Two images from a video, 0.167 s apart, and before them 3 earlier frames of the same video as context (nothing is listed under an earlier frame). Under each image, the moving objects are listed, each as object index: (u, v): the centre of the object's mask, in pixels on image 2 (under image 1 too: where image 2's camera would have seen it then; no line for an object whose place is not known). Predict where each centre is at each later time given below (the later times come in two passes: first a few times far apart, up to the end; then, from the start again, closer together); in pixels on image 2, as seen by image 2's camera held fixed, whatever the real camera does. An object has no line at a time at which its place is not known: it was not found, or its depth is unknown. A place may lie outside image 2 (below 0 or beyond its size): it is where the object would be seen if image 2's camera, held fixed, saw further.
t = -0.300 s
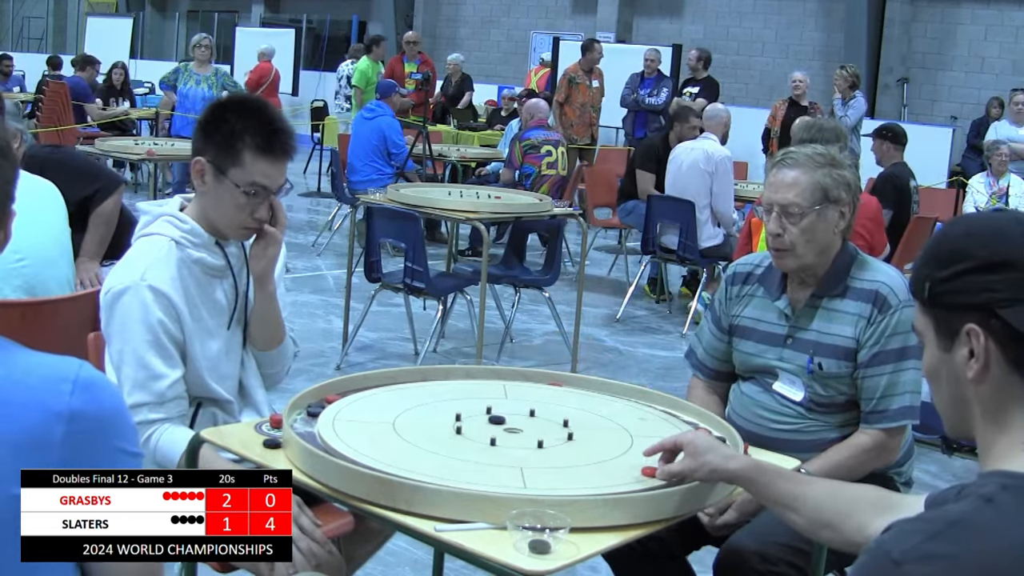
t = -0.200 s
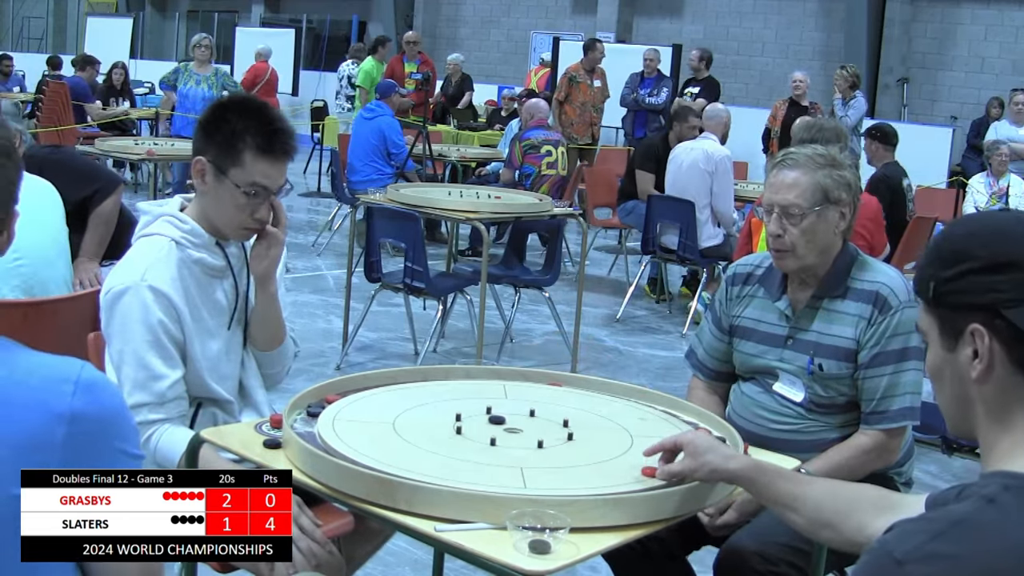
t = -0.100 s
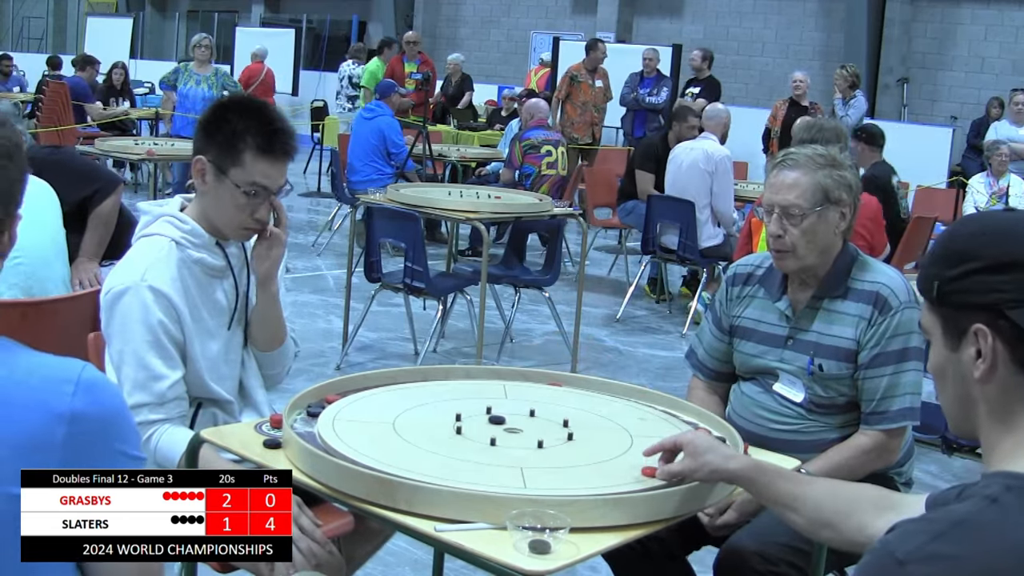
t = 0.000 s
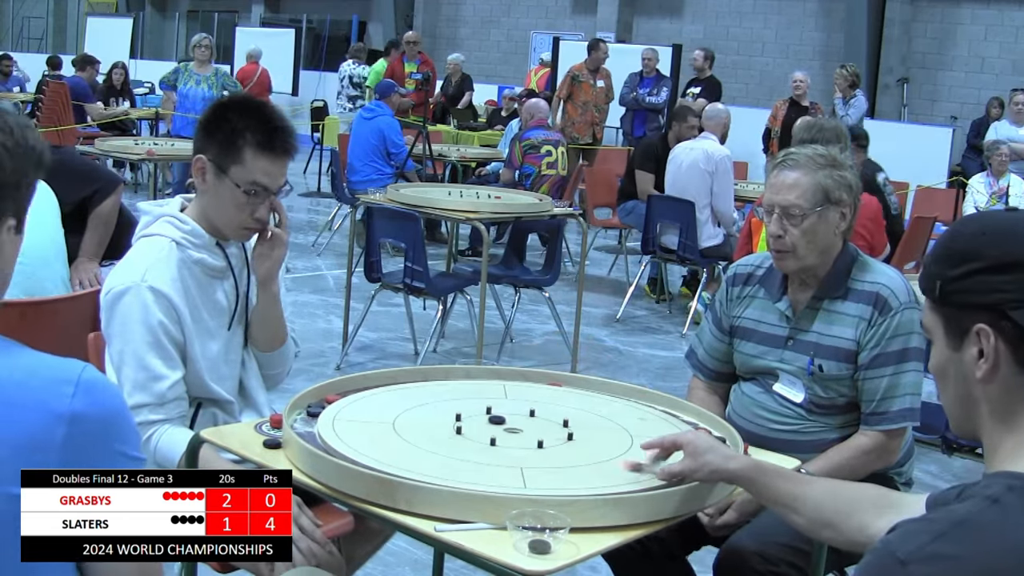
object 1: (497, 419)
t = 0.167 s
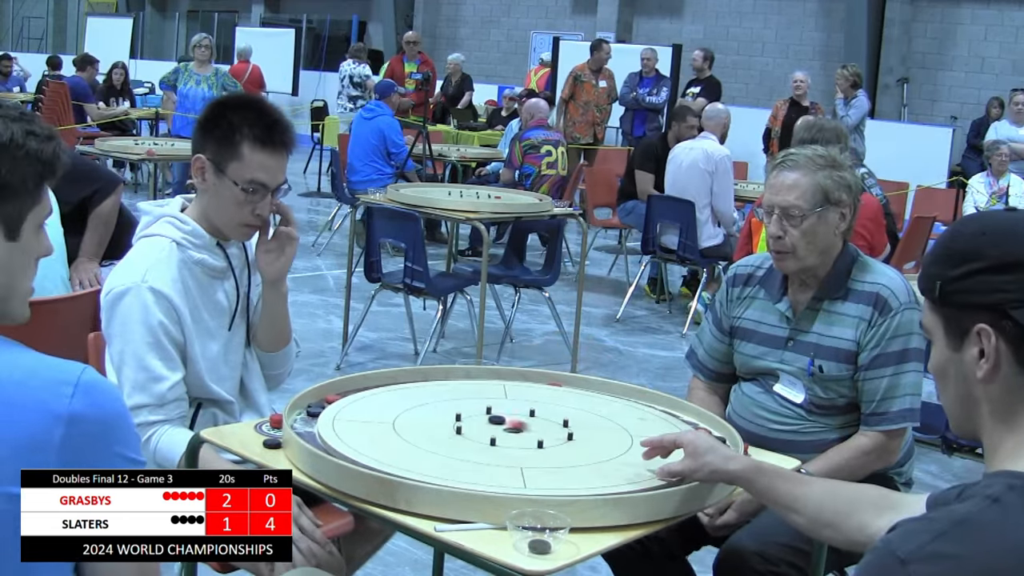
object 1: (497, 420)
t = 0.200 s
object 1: (480, 416)
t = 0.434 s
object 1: (354, 387)
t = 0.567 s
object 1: (351, 390)
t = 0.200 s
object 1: (480, 416)
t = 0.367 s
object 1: (386, 393)
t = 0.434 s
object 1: (354, 387)
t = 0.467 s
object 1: (353, 390)
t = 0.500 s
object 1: (353, 390)
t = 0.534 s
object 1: (350, 390)
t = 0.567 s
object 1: (351, 390)
